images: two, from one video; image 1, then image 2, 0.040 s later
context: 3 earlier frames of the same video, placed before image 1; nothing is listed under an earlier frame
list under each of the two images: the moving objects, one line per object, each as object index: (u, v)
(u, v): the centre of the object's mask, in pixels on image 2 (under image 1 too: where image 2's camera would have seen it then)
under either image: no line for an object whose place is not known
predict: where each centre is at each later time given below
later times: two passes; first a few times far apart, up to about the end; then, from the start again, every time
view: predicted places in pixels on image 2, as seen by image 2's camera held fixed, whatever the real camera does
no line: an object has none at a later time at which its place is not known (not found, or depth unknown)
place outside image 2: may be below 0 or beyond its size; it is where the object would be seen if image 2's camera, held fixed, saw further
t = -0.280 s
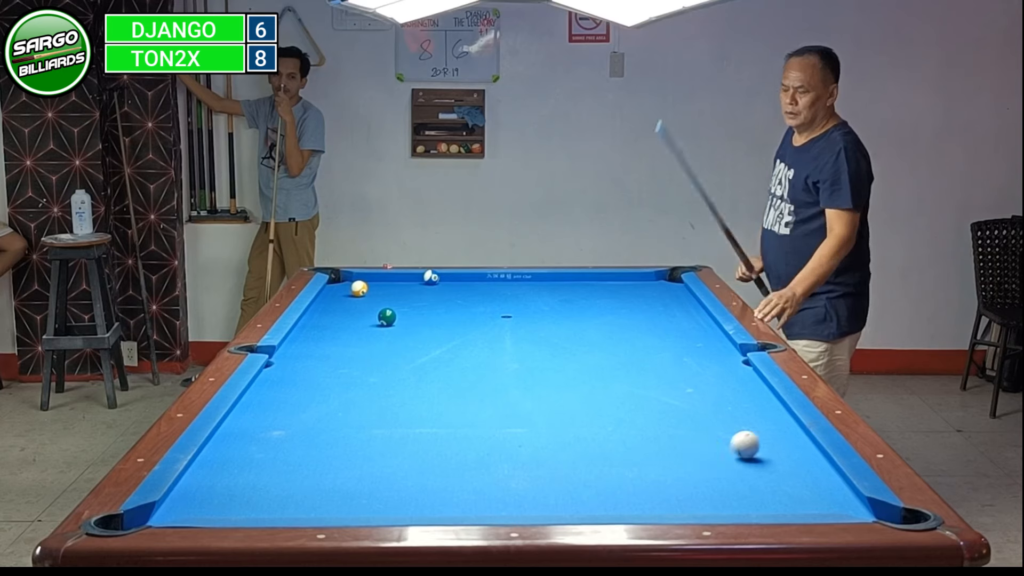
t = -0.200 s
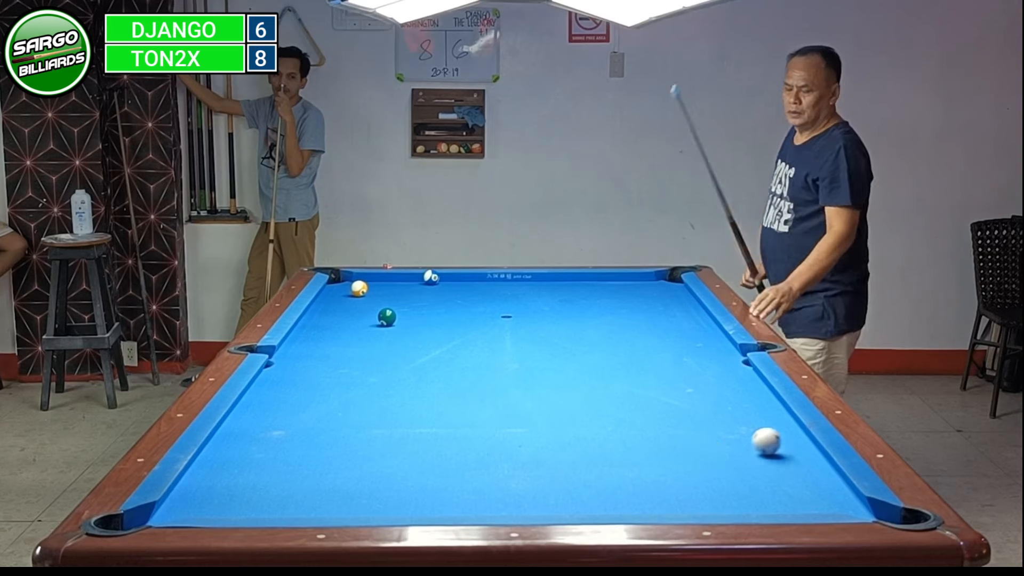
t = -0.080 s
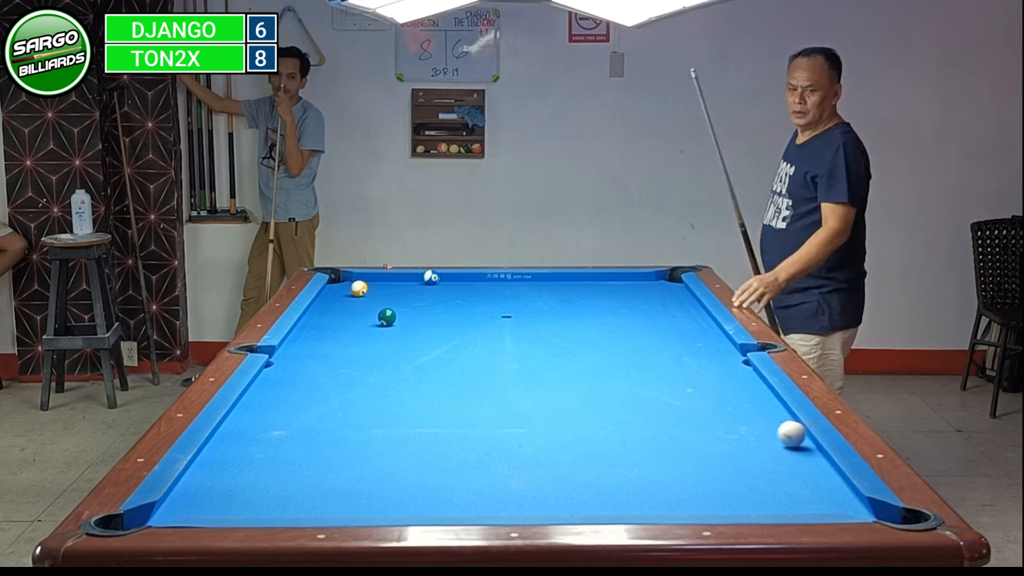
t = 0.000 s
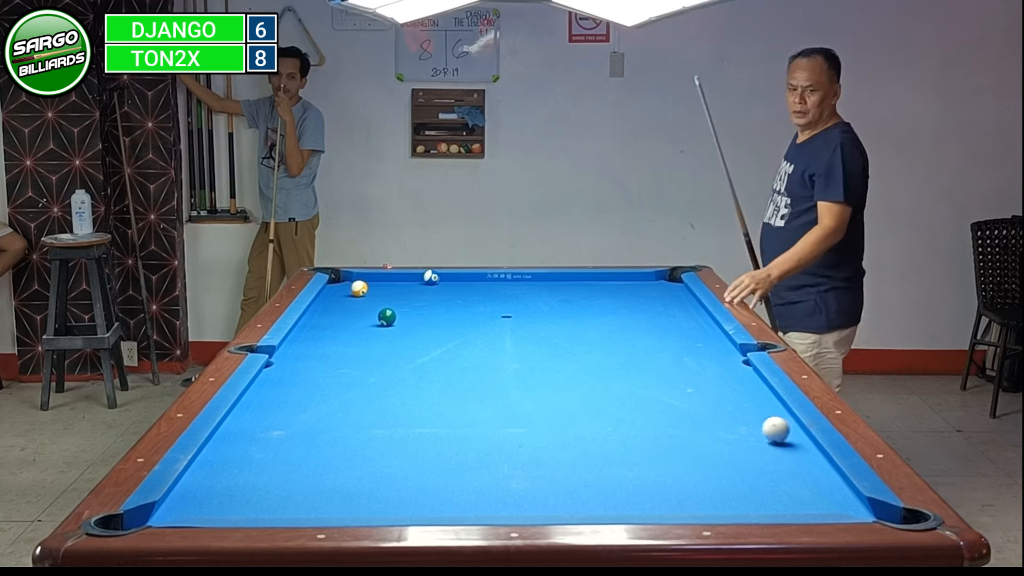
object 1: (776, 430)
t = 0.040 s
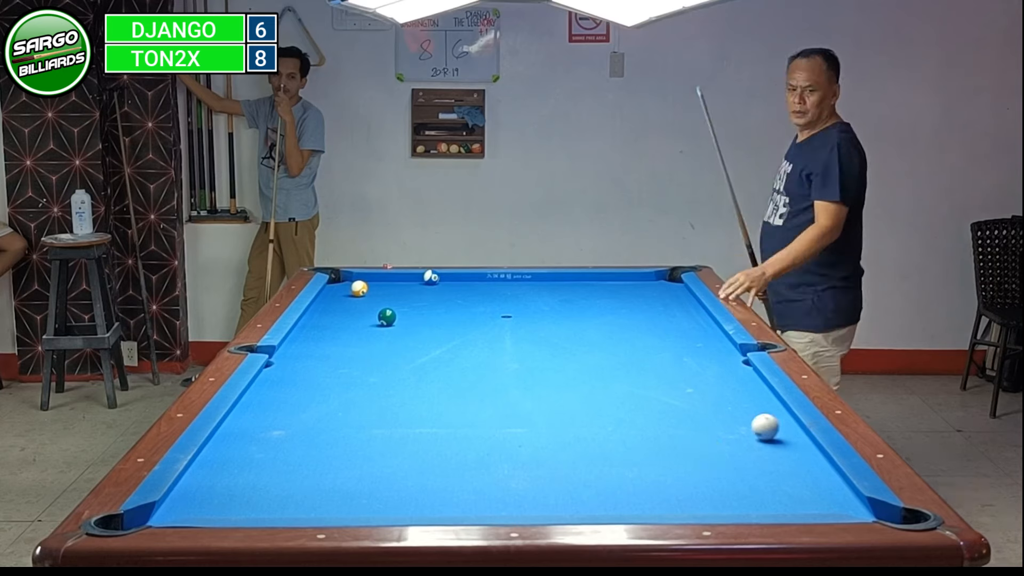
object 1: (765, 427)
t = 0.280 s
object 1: (719, 415)
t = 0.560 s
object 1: (668, 400)
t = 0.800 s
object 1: (631, 391)
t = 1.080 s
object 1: (594, 380)
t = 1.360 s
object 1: (558, 371)
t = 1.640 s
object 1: (526, 362)
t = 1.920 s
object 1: (499, 354)
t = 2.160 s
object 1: (475, 348)
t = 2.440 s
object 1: (453, 342)
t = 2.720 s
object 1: (432, 336)
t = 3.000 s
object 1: (414, 331)
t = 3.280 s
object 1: (397, 327)
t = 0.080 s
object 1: (758, 425)
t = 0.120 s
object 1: (751, 424)
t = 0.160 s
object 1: (741, 421)
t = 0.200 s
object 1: (734, 419)
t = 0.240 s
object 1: (725, 416)
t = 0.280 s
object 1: (719, 415)
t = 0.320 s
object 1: (712, 413)
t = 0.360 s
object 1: (703, 410)
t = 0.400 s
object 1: (697, 409)
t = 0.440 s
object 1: (691, 407)
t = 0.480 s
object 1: (682, 405)
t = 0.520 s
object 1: (677, 403)
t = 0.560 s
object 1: (668, 400)
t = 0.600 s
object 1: (663, 399)
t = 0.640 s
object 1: (657, 398)
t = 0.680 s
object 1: (649, 395)
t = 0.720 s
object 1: (644, 394)
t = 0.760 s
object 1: (639, 393)
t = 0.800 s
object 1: (631, 391)
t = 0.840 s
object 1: (626, 389)
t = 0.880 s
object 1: (619, 387)
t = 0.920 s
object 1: (614, 386)
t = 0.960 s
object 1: (609, 385)
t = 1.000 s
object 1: (603, 383)
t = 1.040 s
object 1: (598, 381)
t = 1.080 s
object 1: (594, 380)
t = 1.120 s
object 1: (587, 378)
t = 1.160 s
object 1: (583, 377)
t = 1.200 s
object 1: (576, 375)
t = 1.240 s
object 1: (572, 374)
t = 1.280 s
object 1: (568, 373)
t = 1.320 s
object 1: (562, 371)
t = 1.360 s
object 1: (558, 371)
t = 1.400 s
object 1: (554, 369)
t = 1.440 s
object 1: (548, 368)
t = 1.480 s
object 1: (544, 367)
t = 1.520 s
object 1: (538, 365)
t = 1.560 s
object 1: (535, 364)
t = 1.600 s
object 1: (531, 363)
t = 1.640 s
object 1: (526, 362)
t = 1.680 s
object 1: (522, 361)
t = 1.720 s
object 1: (519, 360)
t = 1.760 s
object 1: (513, 358)
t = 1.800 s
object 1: (510, 357)
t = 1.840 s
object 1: (505, 356)
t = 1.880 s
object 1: (502, 355)
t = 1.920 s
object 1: (499, 354)
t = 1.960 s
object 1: (494, 353)
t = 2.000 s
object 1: (490, 352)
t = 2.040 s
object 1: (487, 351)
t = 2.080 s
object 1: (483, 350)
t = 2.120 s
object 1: (480, 349)
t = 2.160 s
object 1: (475, 348)
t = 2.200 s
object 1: (472, 347)
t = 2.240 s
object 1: (470, 346)
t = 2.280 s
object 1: (465, 345)
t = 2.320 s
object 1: (463, 345)
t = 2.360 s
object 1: (460, 344)
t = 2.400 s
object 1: (456, 343)
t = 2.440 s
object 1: (453, 342)
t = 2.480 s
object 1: (449, 341)
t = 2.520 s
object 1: (447, 340)
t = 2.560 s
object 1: (444, 339)
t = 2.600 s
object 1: (440, 338)
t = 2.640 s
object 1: (438, 338)
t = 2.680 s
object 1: (435, 337)
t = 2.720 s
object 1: (432, 336)
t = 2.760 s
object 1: (429, 336)
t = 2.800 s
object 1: (426, 334)
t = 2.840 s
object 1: (424, 334)
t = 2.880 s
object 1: (421, 333)
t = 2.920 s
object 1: (418, 332)
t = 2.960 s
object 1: (416, 332)
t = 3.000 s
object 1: (414, 331)
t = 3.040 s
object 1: (411, 330)
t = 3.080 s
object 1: (409, 330)
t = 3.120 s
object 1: (406, 329)
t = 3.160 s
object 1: (404, 328)
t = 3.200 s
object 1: (402, 328)
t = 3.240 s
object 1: (399, 327)
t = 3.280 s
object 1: (397, 327)
